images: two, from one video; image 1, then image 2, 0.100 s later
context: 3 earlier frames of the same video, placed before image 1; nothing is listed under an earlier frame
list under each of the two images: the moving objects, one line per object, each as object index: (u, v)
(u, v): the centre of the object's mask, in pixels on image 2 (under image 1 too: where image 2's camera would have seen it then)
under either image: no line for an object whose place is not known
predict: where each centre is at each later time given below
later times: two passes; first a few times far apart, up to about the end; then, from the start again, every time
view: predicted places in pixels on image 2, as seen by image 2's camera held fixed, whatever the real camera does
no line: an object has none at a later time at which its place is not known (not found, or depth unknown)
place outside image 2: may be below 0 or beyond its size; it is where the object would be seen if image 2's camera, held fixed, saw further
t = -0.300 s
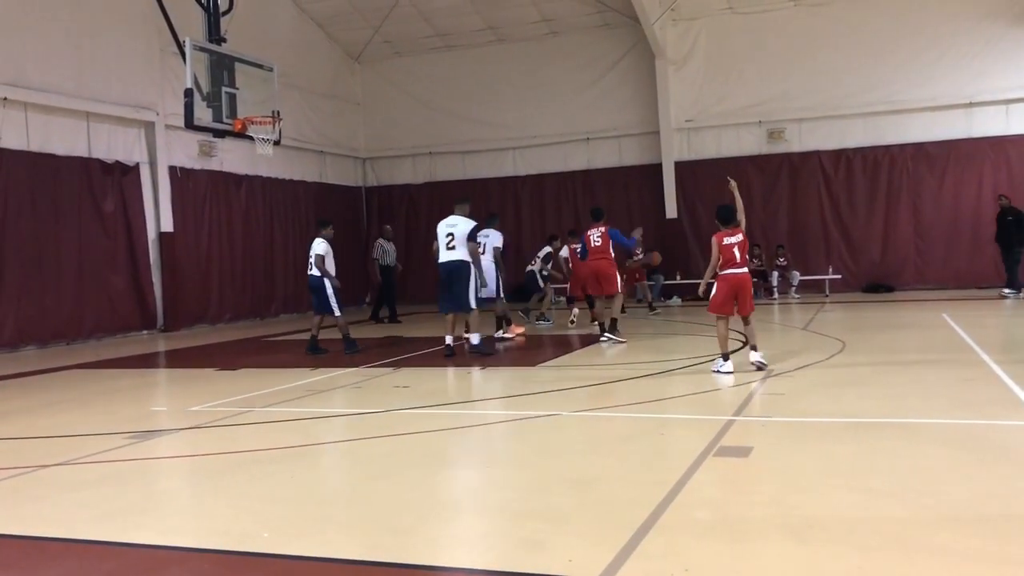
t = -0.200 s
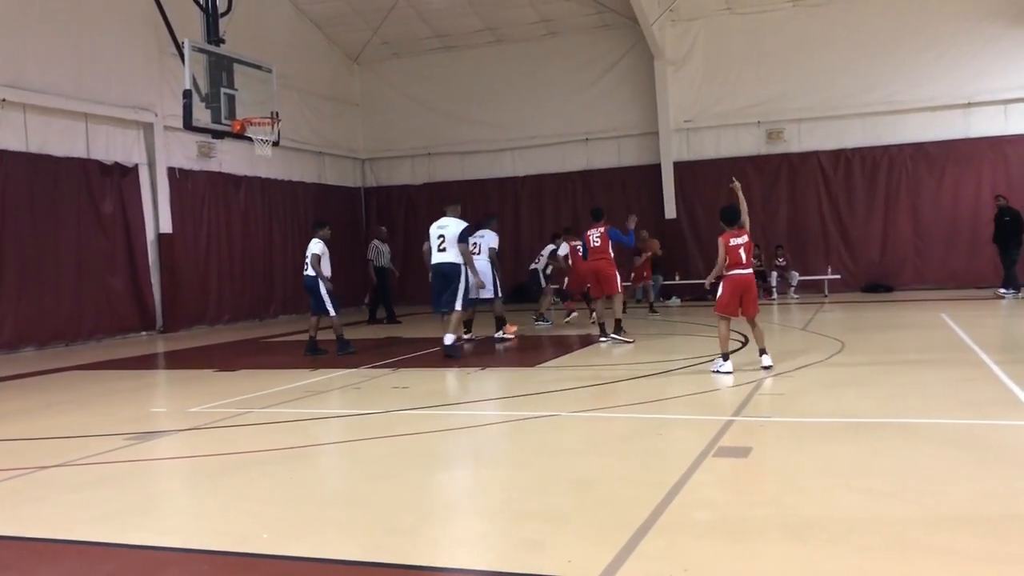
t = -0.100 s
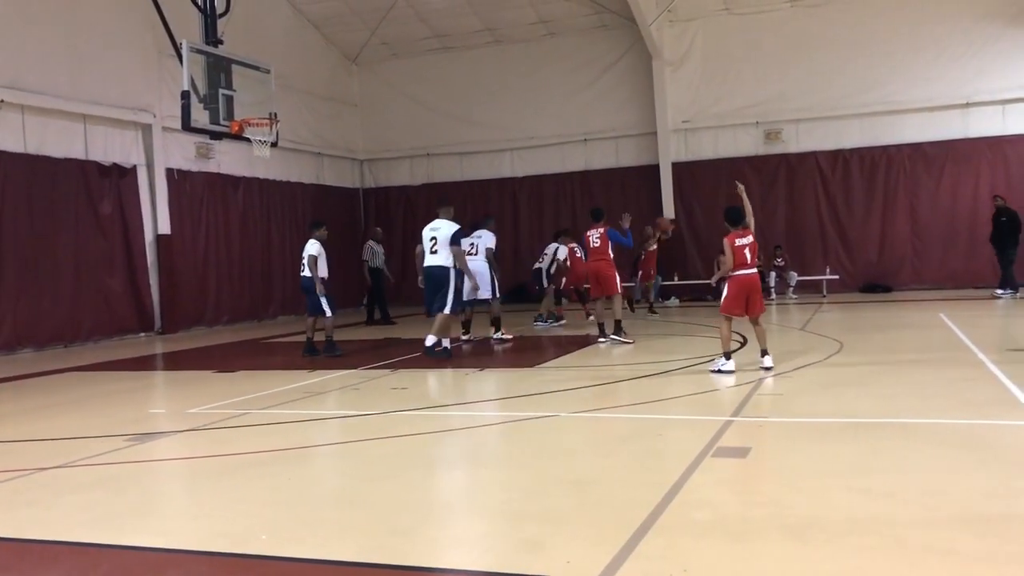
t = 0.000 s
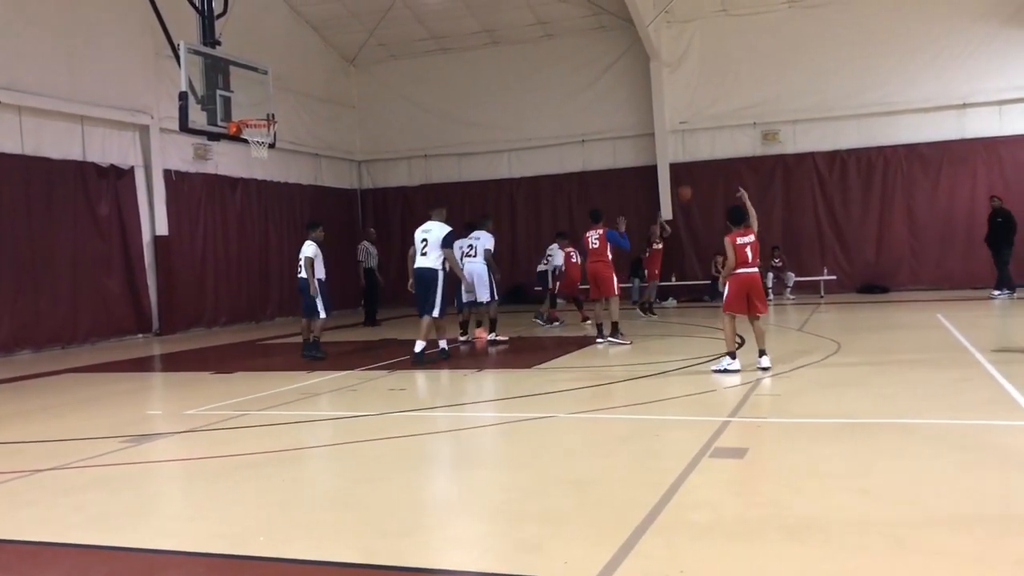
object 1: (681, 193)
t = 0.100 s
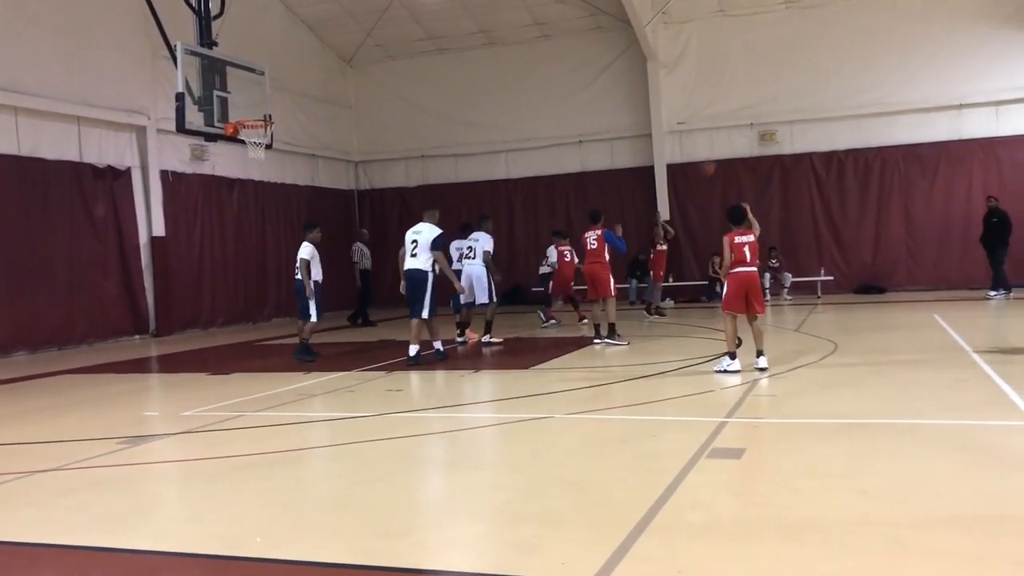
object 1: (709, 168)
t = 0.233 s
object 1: (743, 137)
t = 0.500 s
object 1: (834, 115)
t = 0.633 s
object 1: (888, 123)
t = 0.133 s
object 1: (716, 159)
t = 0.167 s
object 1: (724, 152)
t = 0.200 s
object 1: (734, 145)
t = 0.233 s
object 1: (743, 137)
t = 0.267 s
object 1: (752, 134)
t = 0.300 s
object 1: (764, 130)
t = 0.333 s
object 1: (774, 125)
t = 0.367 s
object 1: (786, 121)
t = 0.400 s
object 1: (797, 118)
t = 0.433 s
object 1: (808, 116)
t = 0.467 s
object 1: (821, 115)
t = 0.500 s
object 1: (834, 115)
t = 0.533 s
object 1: (847, 115)
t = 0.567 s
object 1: (860, 116)
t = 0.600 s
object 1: (875, 119)
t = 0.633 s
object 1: (888, 123)
